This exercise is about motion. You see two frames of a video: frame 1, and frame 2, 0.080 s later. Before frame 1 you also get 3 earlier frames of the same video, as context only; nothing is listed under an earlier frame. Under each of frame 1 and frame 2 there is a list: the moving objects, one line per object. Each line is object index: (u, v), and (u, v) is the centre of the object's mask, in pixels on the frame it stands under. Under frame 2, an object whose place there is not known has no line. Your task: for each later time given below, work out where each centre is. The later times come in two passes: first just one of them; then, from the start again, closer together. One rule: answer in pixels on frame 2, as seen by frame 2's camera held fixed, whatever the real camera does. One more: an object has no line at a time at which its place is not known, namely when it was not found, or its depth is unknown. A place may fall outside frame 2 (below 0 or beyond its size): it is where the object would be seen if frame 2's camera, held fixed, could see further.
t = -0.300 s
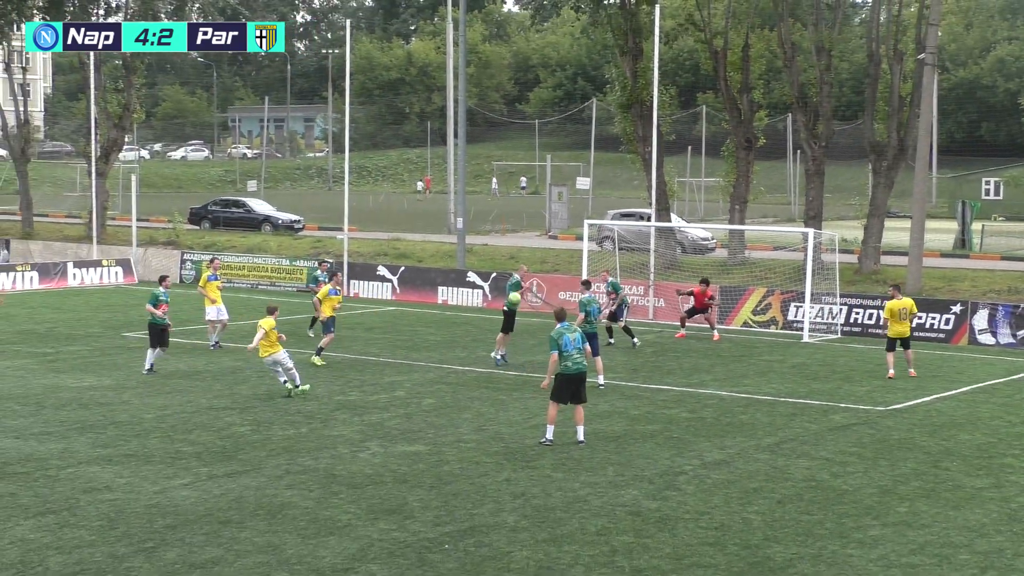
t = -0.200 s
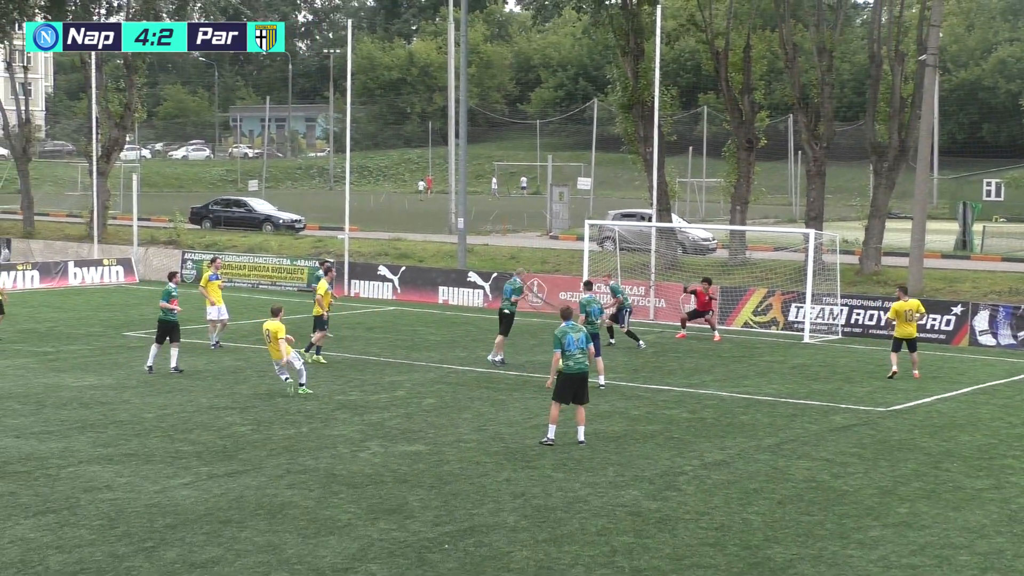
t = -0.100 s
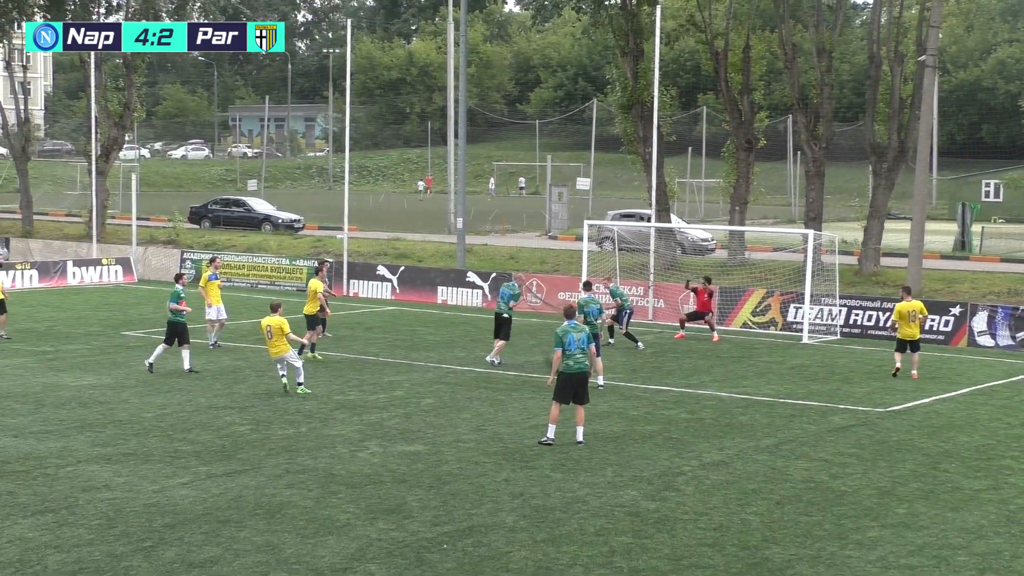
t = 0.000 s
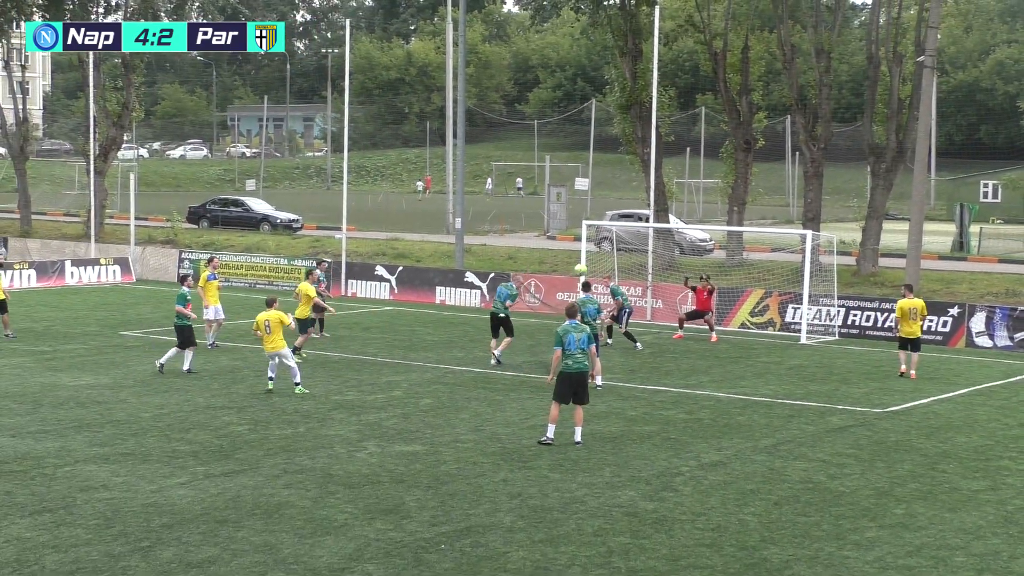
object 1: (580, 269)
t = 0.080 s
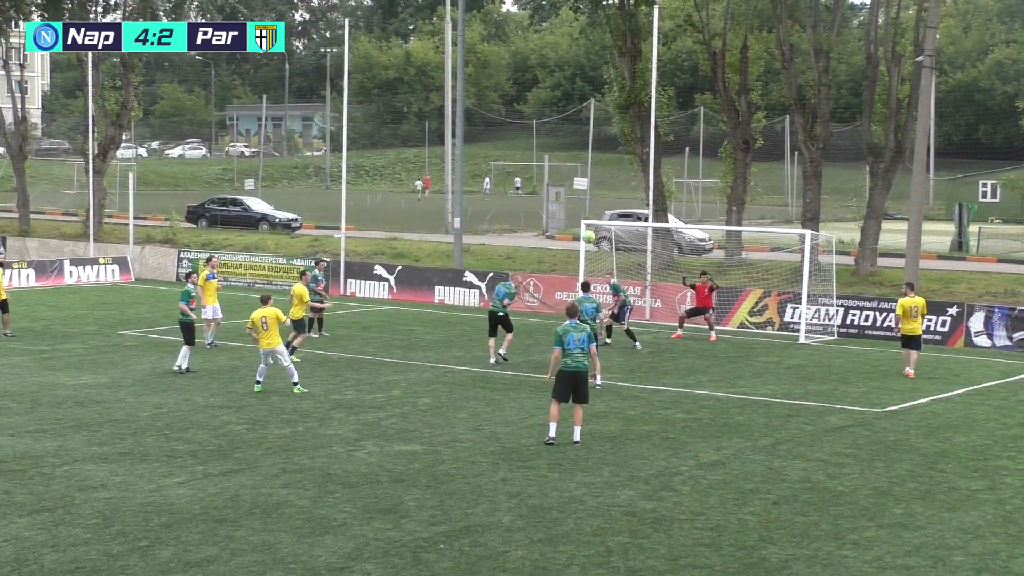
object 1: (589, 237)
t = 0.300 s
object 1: (616, 164)
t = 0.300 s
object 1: (616, 164)
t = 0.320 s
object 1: (620, 159)
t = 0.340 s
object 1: (622, 154)
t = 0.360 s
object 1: (625, 149)
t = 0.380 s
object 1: (628, 145)
